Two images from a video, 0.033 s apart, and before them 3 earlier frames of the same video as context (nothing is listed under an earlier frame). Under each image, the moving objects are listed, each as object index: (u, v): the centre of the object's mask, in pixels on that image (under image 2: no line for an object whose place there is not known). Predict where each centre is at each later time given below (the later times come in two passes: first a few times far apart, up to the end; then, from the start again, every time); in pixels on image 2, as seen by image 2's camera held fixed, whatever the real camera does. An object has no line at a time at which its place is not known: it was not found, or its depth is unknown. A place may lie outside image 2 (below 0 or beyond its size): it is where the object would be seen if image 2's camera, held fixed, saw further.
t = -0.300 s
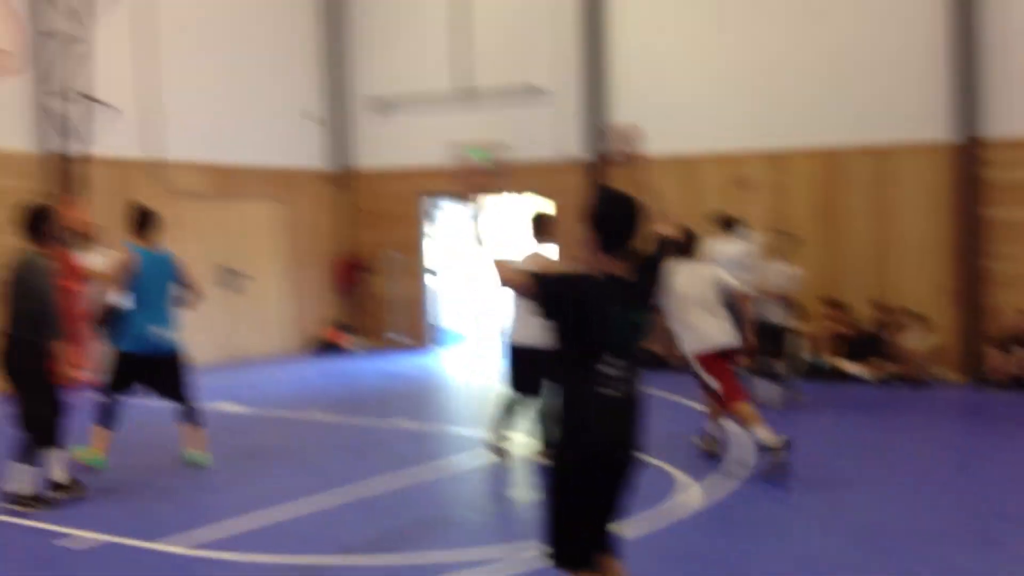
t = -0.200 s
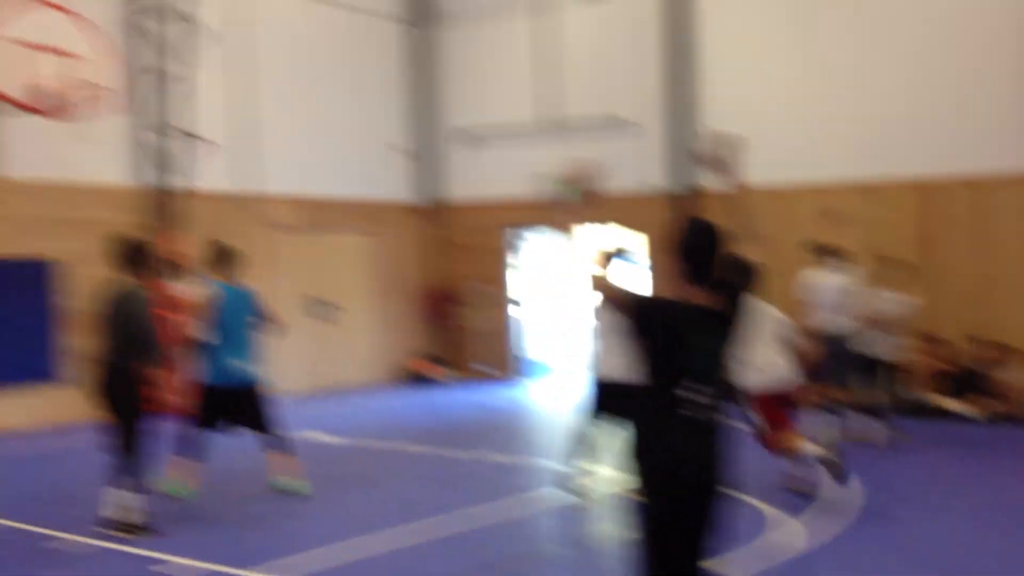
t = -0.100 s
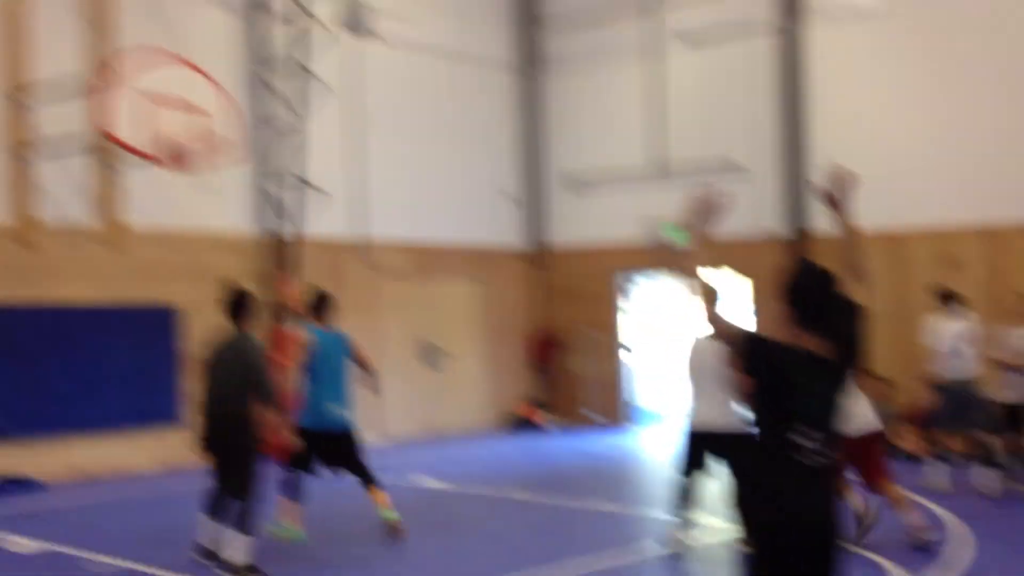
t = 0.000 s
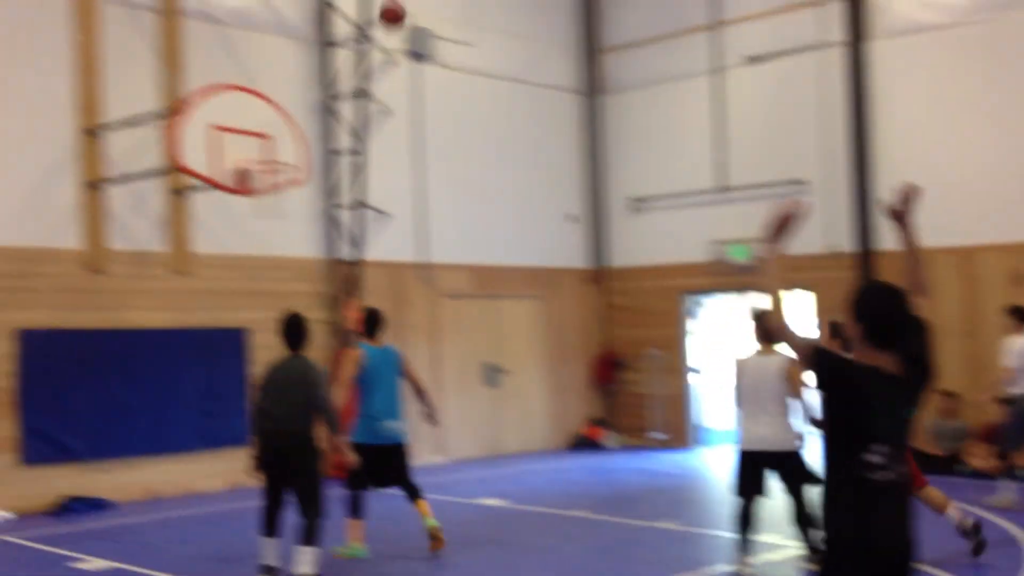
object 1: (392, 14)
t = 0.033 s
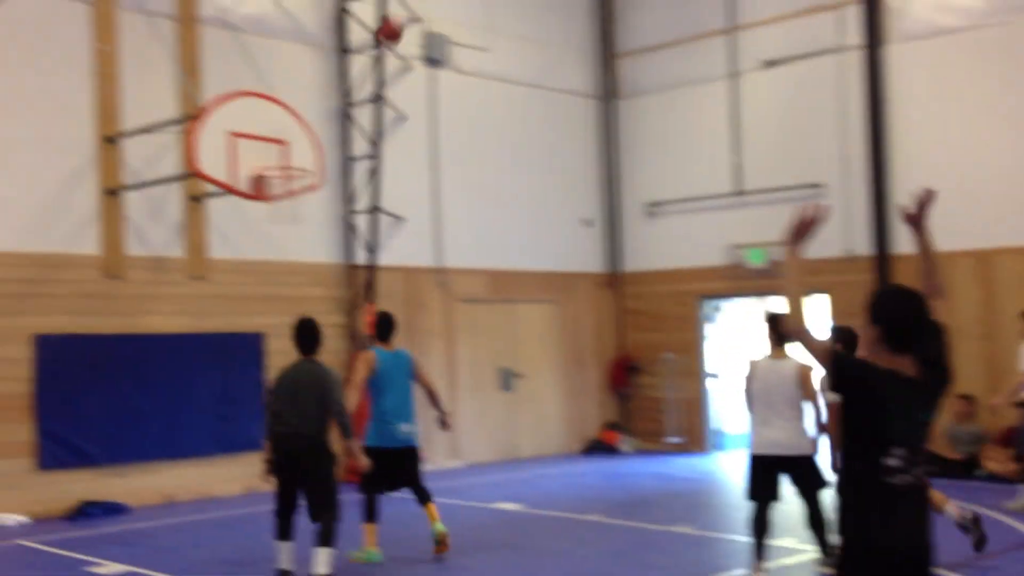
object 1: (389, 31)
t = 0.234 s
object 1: (278, 124)
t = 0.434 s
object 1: (239, 218)
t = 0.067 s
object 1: (372, 45)
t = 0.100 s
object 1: (352, 58)
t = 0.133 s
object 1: (334, 72)
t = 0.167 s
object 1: (316, 88)
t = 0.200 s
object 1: (297, 105)
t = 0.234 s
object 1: (278, 124)
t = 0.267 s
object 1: (261, 143)
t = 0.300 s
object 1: (246, 170)
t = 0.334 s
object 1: (245, 181)
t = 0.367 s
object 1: (243, 191)
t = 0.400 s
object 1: (238, 206)
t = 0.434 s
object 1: (239, 218)
